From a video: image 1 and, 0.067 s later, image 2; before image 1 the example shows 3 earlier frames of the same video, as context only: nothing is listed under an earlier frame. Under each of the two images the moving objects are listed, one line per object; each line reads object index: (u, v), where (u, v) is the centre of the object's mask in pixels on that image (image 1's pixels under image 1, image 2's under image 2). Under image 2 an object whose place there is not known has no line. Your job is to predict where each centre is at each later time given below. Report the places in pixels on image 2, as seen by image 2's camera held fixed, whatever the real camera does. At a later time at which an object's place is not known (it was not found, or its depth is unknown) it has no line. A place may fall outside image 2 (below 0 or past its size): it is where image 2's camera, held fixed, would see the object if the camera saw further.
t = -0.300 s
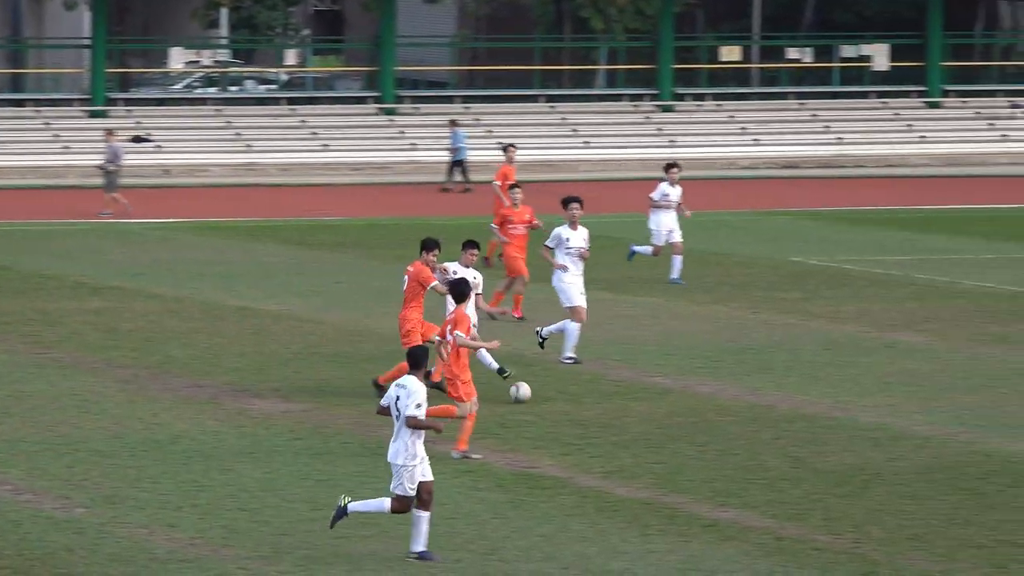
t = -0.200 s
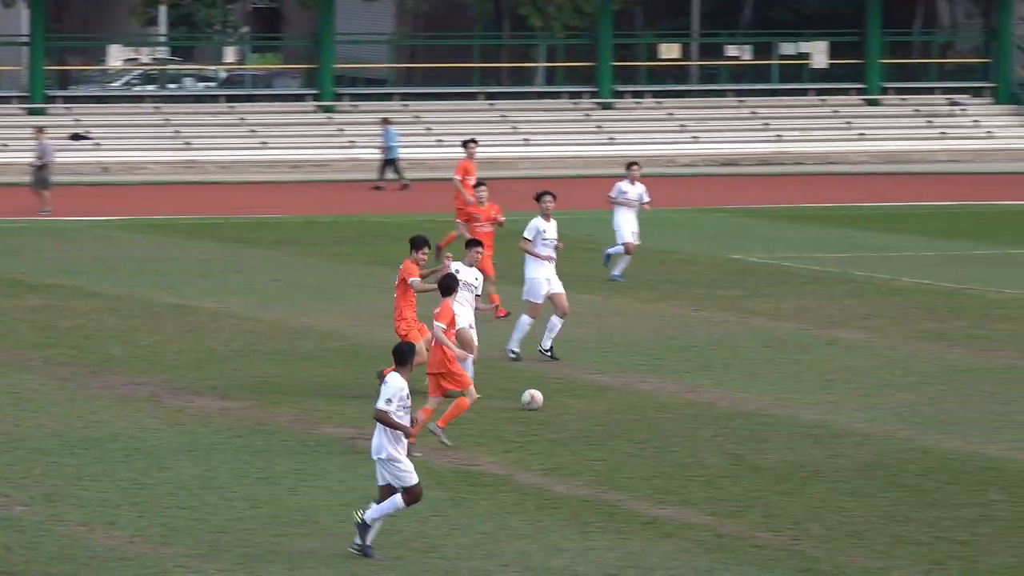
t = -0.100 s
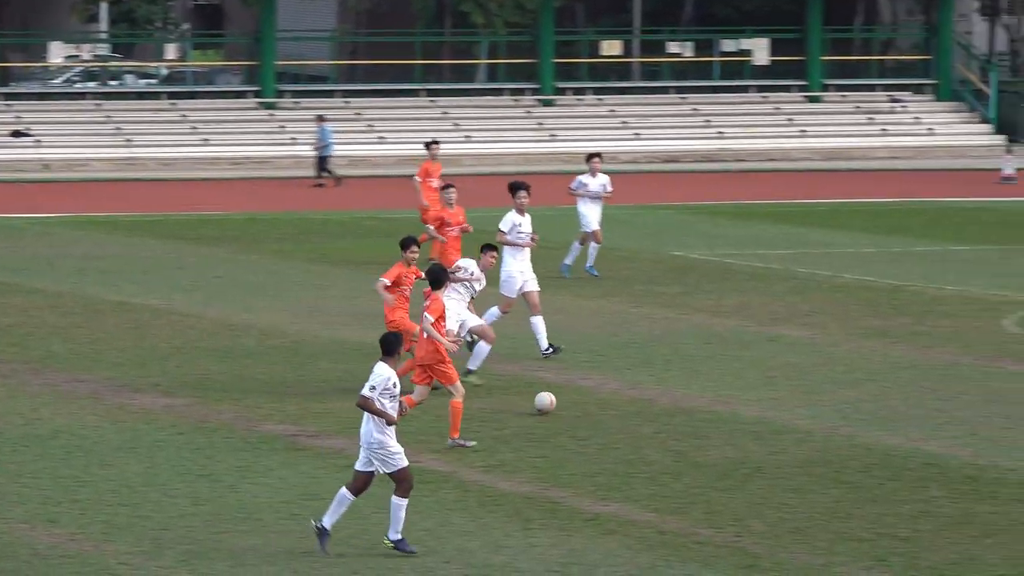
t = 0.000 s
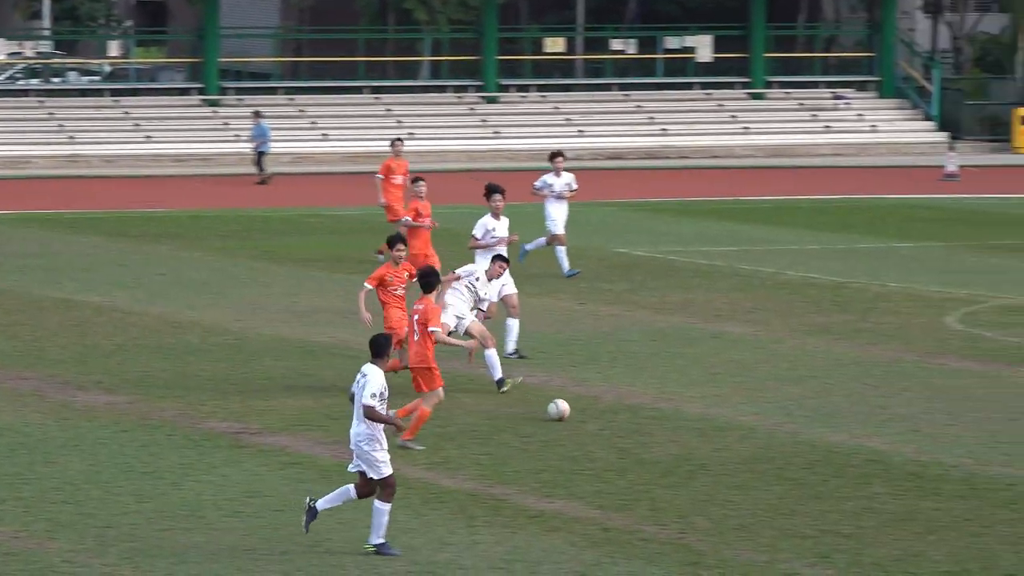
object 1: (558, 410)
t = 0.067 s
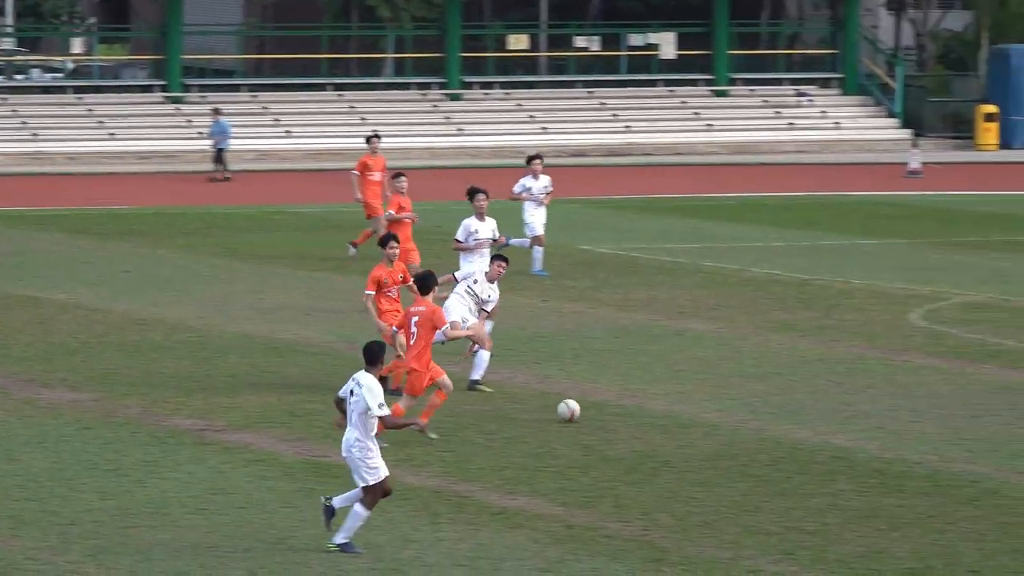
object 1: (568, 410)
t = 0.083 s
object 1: (579, 412)
